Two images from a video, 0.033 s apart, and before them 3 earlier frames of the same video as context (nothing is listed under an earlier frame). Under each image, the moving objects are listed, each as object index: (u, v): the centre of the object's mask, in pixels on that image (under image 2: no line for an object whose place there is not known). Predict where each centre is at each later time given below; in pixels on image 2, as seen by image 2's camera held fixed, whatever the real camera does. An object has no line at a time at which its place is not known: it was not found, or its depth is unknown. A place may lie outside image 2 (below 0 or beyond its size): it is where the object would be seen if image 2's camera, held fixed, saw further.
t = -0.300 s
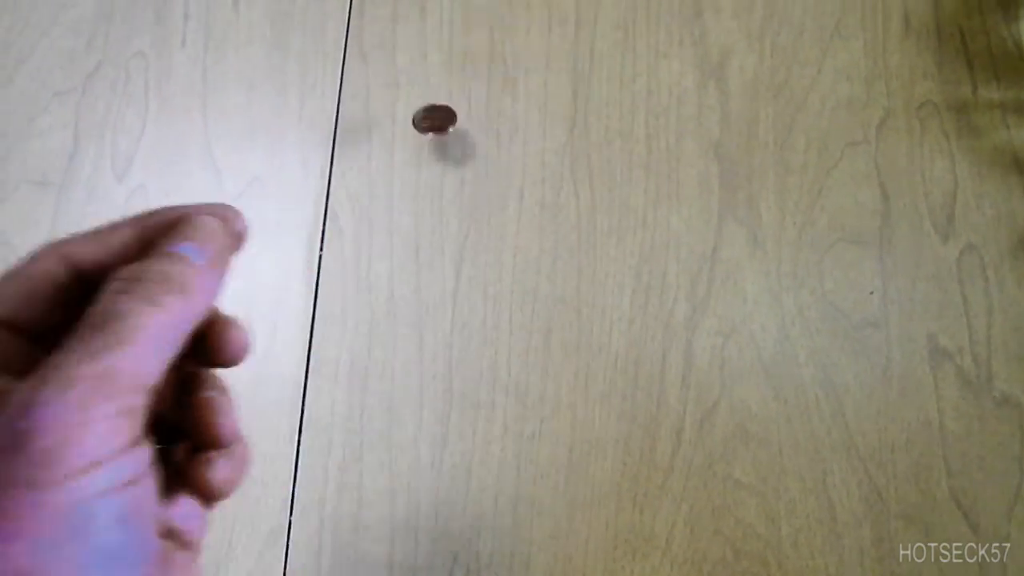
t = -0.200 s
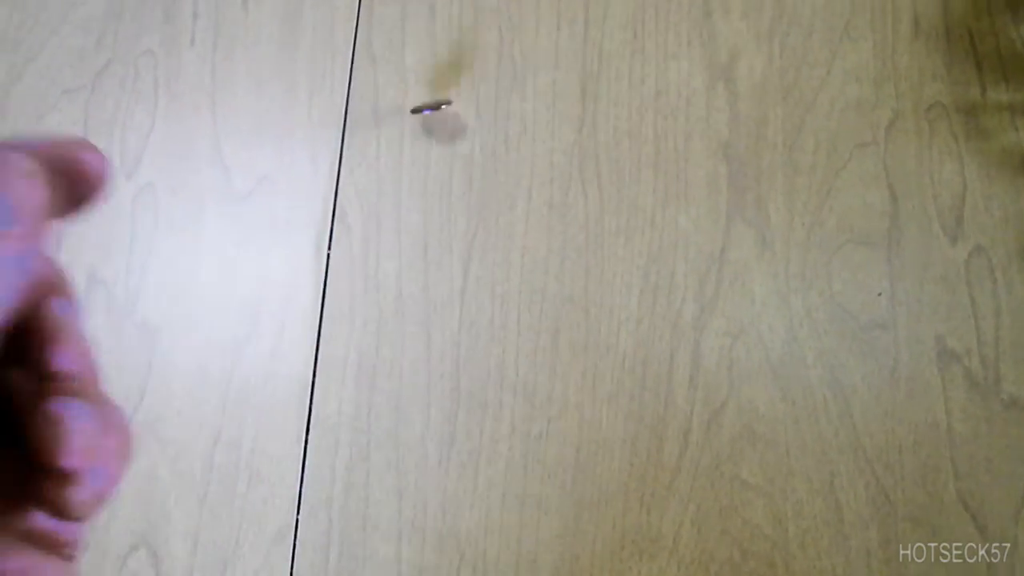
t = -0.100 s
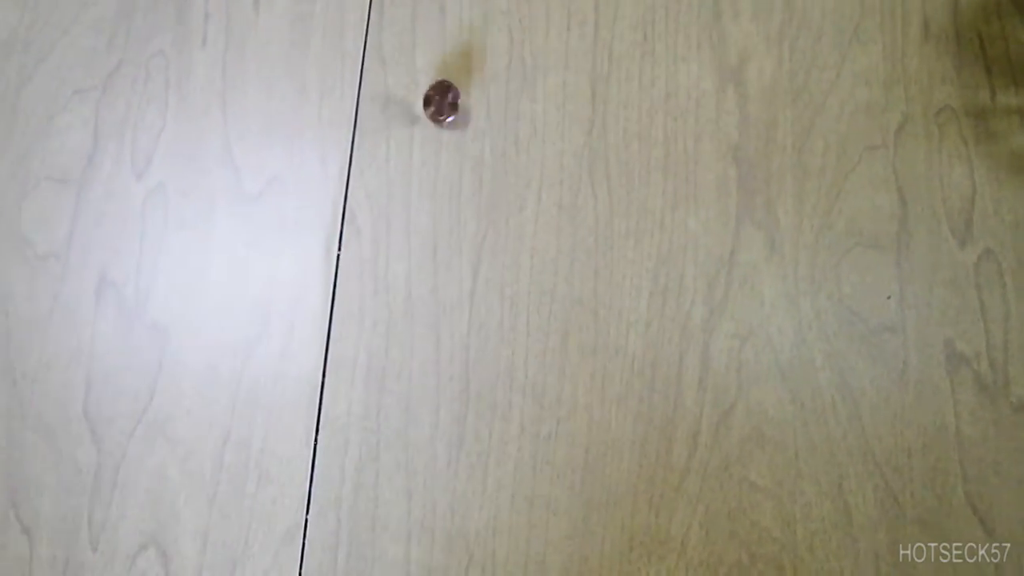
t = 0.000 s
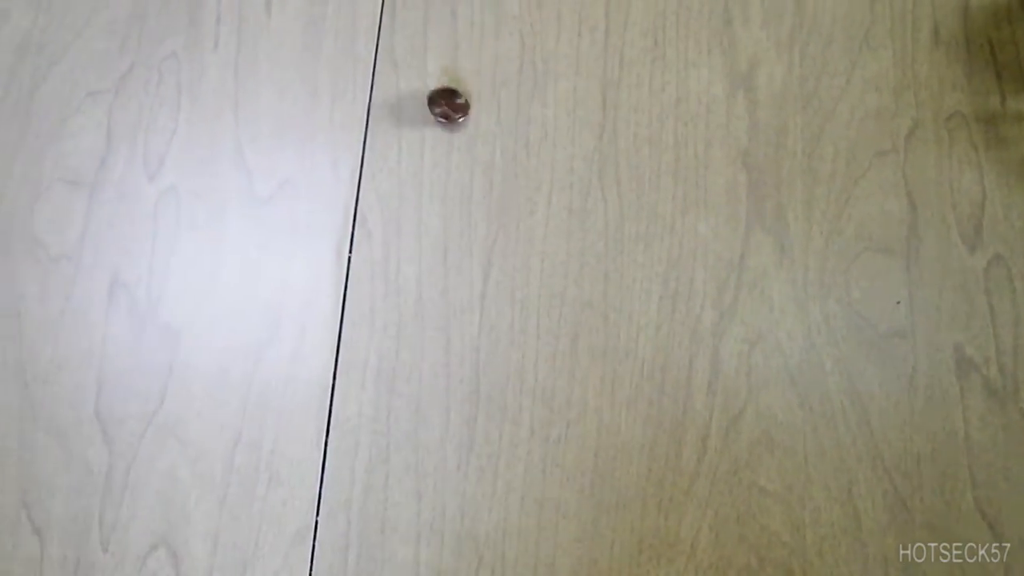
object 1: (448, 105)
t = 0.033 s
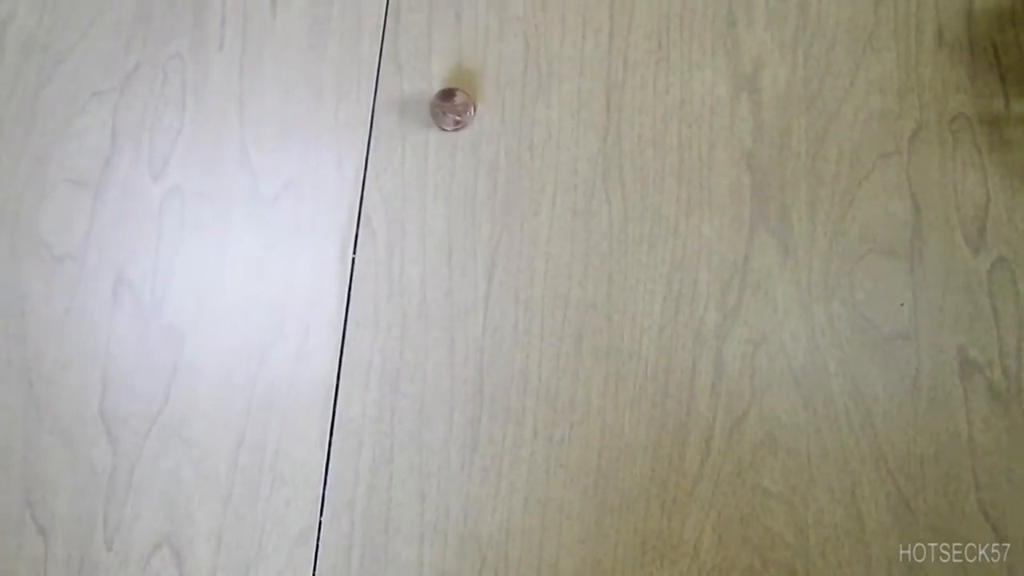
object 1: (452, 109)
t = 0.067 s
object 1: (453, 110)
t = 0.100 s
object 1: (457, 112)
